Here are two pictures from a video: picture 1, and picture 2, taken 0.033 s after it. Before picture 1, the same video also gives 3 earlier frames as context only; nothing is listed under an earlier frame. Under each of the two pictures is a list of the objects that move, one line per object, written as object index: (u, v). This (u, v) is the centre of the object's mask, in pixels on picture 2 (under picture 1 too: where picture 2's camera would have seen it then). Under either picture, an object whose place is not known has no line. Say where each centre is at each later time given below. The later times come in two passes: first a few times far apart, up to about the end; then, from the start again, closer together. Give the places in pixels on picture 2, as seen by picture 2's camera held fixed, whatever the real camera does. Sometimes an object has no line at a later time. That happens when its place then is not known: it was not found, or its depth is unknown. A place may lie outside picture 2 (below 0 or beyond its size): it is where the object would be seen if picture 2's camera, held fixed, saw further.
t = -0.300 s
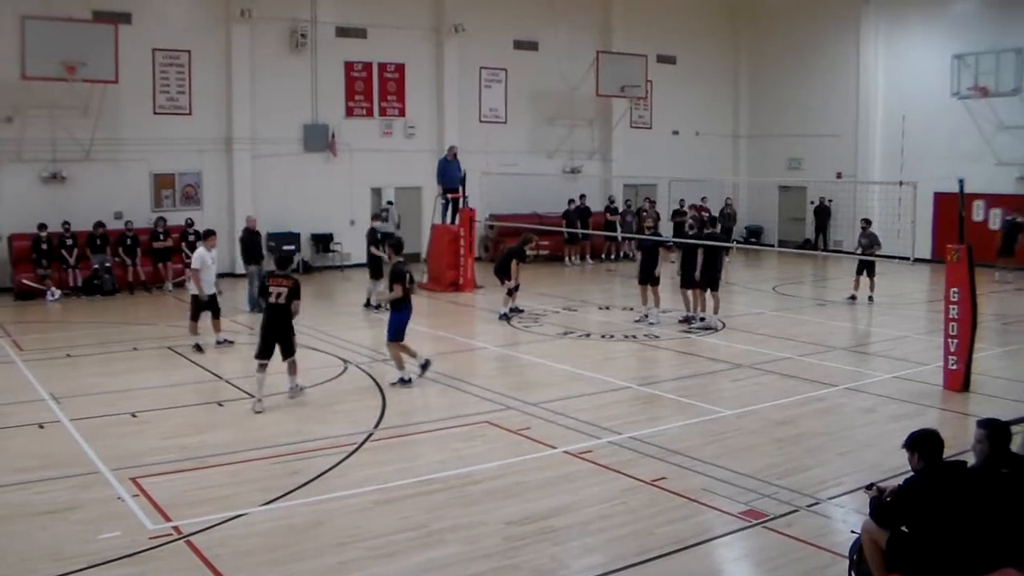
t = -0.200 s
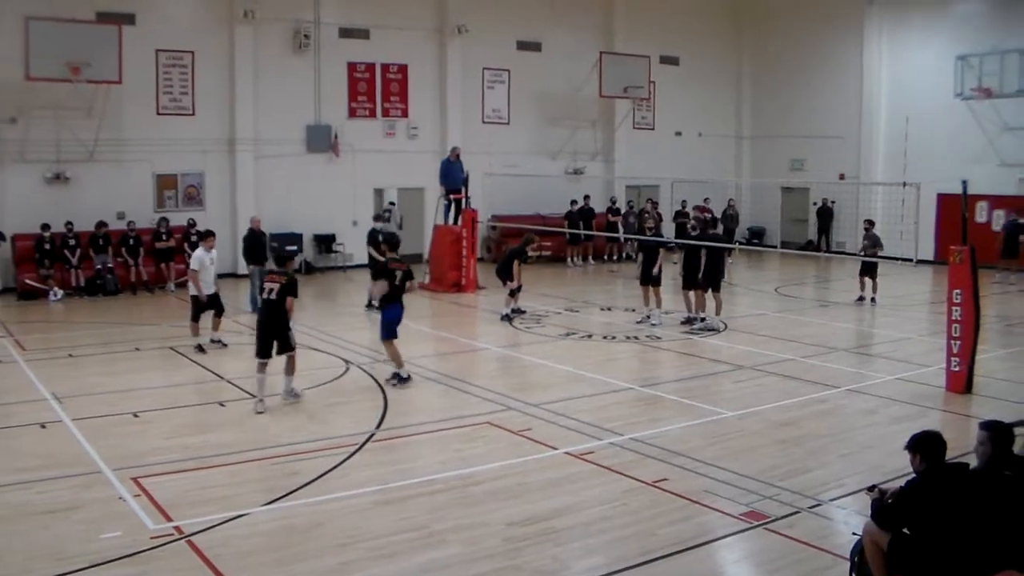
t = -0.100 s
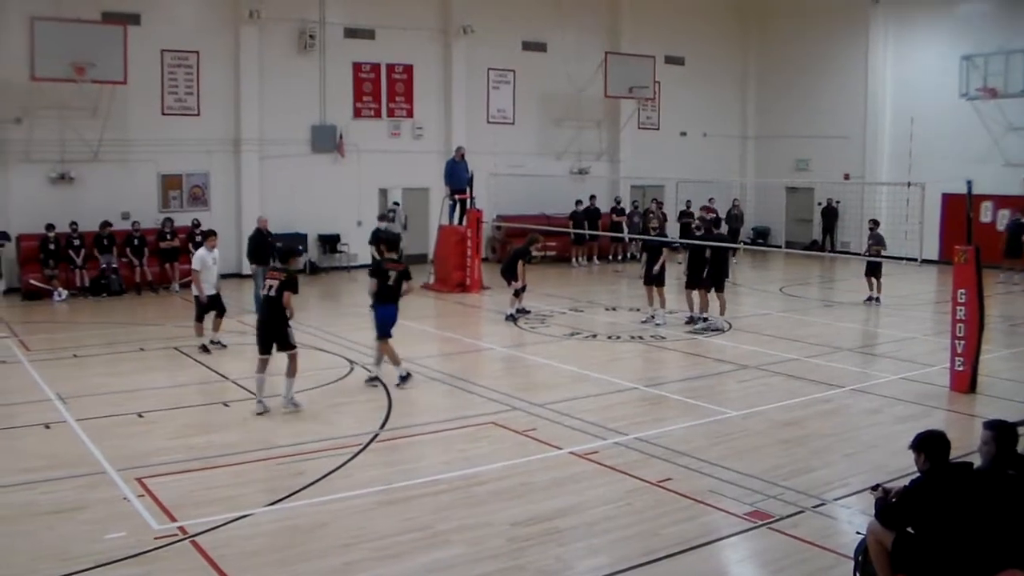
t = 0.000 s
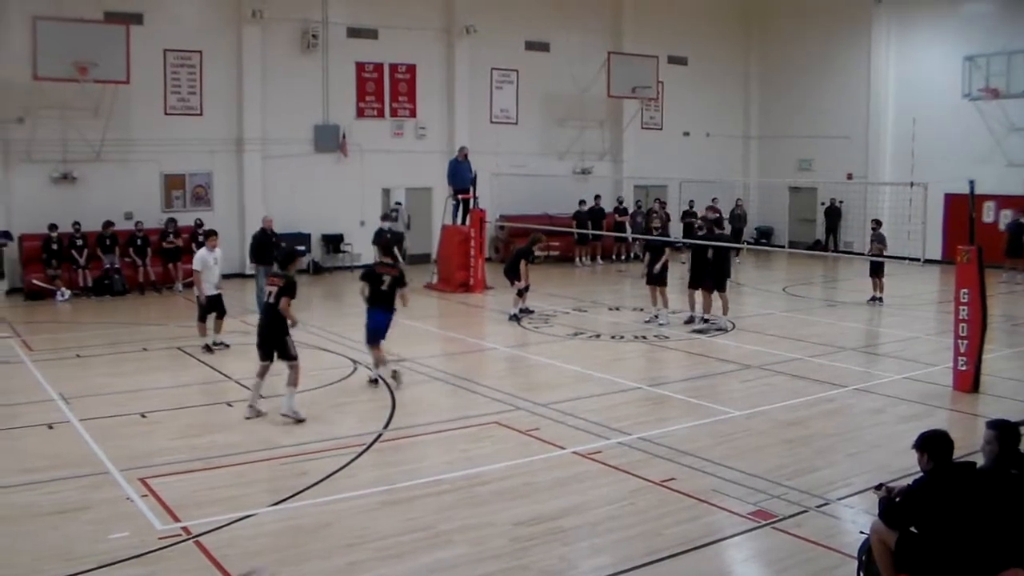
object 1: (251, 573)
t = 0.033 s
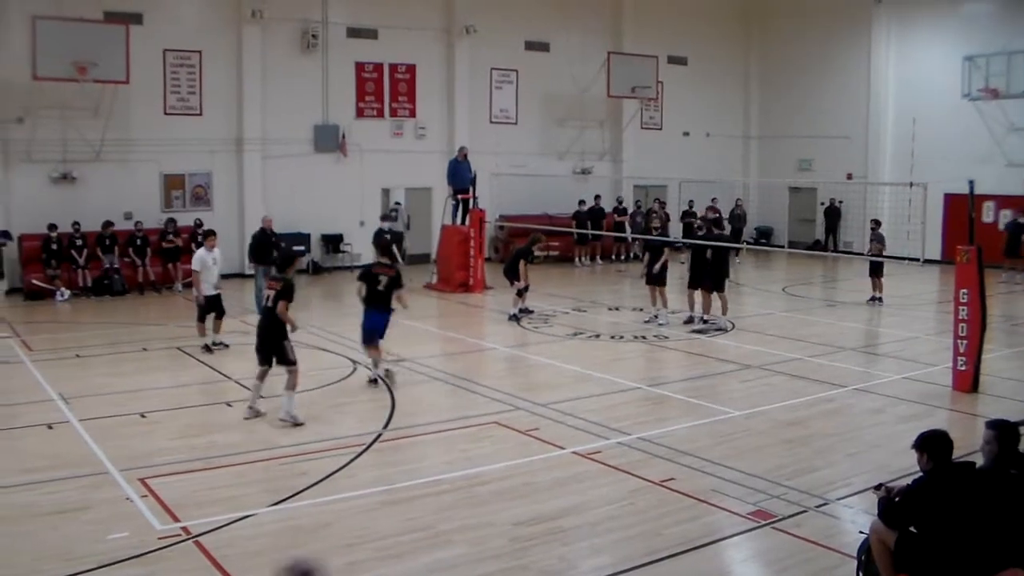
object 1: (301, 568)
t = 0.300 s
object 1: (558, 517)
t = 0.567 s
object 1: (670, 416)
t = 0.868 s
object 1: (751, 409)
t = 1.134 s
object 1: (803, 363)
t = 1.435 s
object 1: (846, 349)
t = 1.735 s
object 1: (881, 338)
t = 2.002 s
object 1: (905, 322)
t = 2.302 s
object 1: (929, 311)
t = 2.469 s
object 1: (939, 306)
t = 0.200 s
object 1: (485, 535)
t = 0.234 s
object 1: (513, 534)
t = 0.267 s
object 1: (538, 536)
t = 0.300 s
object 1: (558, 517)
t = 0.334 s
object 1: (574, 497)
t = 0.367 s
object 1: (589, 479)
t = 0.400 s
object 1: (606, 463)
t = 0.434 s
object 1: (620, 450)
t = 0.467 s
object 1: (632, 438)
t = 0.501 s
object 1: (647, 429)
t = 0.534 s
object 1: (659, 422)
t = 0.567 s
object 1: (670, 416)
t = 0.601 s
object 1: (681, 412)
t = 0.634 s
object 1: (692, 409)
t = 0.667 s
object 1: (702, 408)
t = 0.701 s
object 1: (711, 408)
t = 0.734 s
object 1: (719, 409)
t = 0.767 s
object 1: (728, 411)
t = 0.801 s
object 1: (736, 415)
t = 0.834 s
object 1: (743, 420)
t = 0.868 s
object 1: (751, 409)
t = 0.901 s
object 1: (759, 399)
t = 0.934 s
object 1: (766, 390)
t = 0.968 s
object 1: (773, 382)
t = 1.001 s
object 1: (781, 376)
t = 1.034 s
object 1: (787, 370)
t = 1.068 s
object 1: (792, 367)
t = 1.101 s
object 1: (798, 364)
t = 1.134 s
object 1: (803, 363)
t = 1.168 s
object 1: (809, 362)
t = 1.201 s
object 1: (814, 362)
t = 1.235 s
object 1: (818, 364)
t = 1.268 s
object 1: (823, 366)
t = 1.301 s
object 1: (828, 369)
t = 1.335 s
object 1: (832, 365)
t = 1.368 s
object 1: (837, 359)
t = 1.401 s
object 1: (842, 353)
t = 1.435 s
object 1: (846, 349)
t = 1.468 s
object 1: (851, 345)
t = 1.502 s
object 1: (855, 342)
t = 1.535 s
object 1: (858, 340)
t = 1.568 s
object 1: (862, 338)
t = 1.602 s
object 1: (866, 339)
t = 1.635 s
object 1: (870, 339)
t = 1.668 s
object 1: (874, 340)
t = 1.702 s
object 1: (877, 343)
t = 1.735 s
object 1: (881, 338)
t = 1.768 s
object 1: (884, 334)
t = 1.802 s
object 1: (887, 330)
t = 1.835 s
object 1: (891, 326)
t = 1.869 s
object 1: (894, 325)
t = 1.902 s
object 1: (897, 323)
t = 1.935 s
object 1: (900, 322)
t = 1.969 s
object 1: (903, 321)
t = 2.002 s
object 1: (905, 322)
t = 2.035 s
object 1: (908, 324)
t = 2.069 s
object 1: (910, 325)
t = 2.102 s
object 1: (913, 321)
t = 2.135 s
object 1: (916, 317)
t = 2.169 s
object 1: (919, 314)
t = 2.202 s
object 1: (922, 313)
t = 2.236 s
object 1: (924, 312)
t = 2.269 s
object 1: (926, 311)
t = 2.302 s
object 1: (929, 311)
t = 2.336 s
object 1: (931, 312)
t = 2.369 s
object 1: (933, 312)
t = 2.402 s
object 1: (934, 311)
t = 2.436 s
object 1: (937, 308)
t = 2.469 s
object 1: (939, 306)
